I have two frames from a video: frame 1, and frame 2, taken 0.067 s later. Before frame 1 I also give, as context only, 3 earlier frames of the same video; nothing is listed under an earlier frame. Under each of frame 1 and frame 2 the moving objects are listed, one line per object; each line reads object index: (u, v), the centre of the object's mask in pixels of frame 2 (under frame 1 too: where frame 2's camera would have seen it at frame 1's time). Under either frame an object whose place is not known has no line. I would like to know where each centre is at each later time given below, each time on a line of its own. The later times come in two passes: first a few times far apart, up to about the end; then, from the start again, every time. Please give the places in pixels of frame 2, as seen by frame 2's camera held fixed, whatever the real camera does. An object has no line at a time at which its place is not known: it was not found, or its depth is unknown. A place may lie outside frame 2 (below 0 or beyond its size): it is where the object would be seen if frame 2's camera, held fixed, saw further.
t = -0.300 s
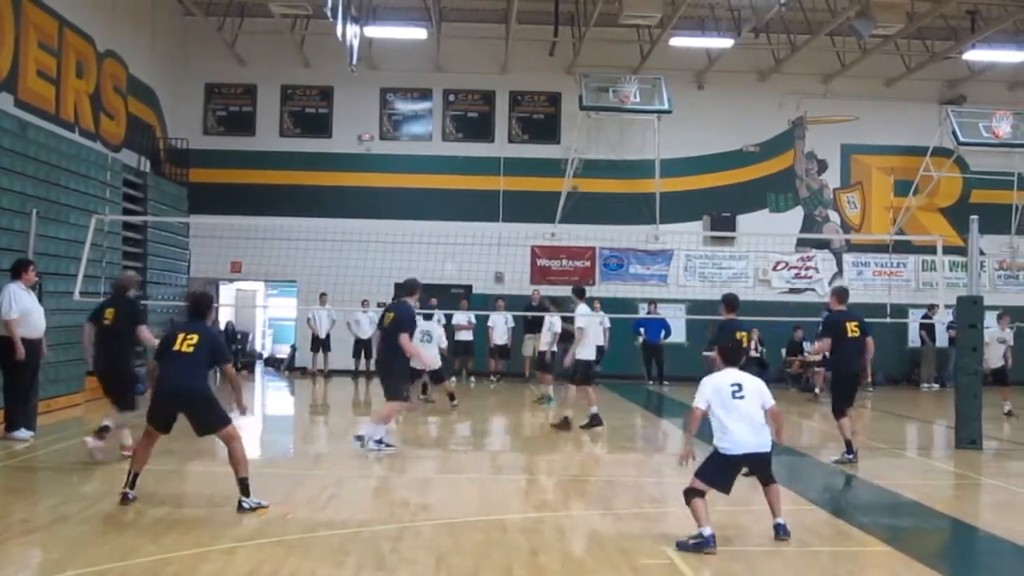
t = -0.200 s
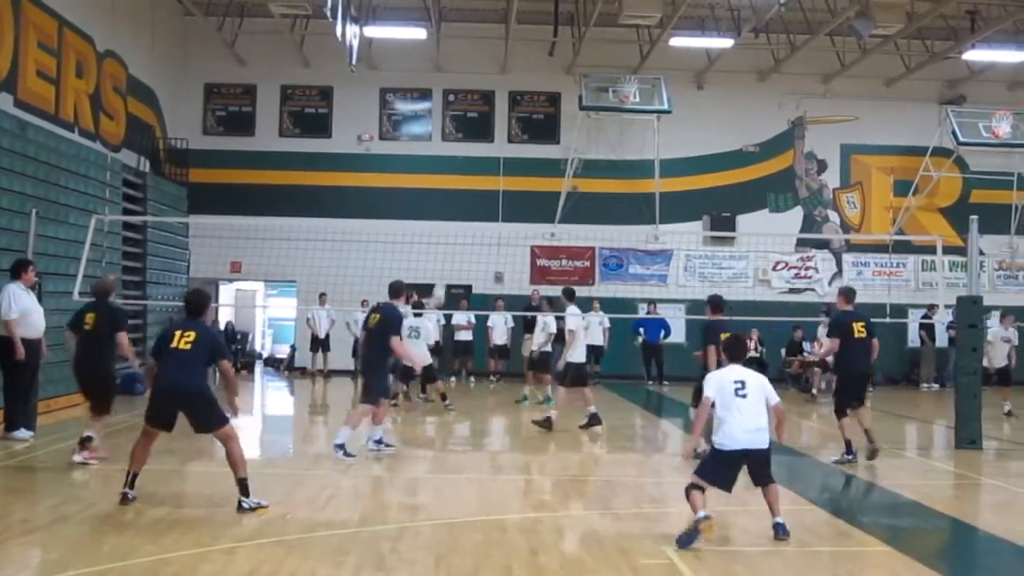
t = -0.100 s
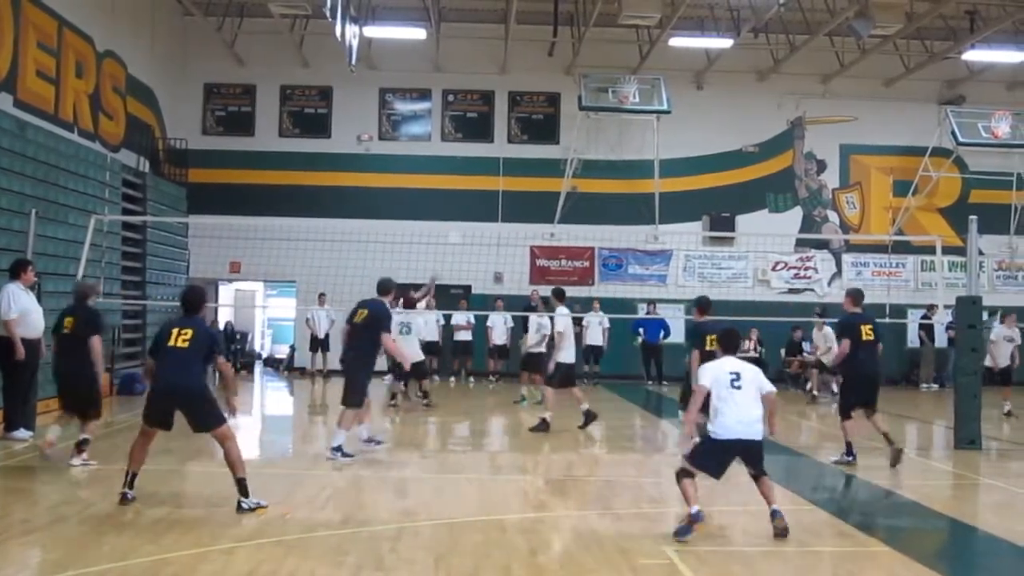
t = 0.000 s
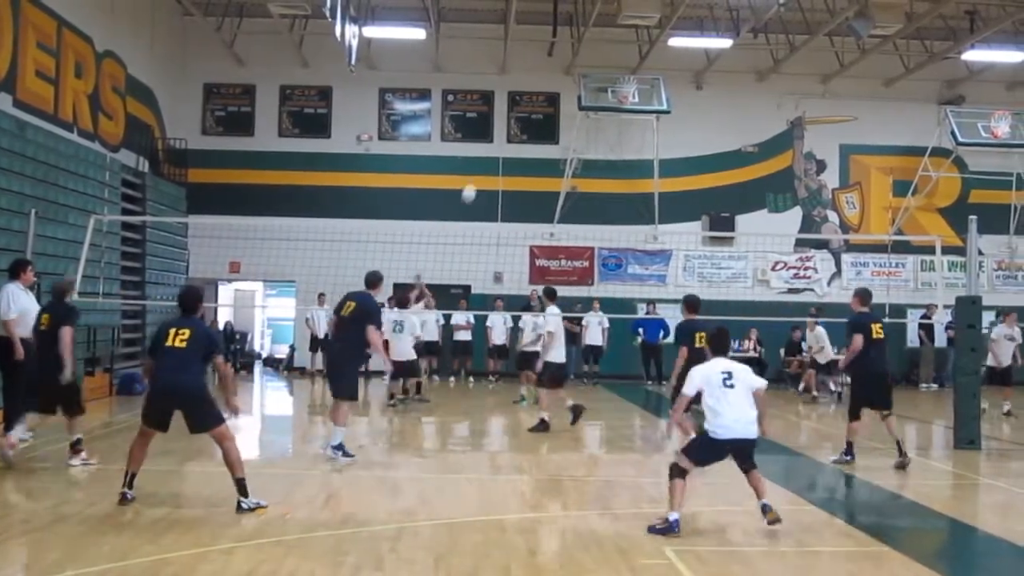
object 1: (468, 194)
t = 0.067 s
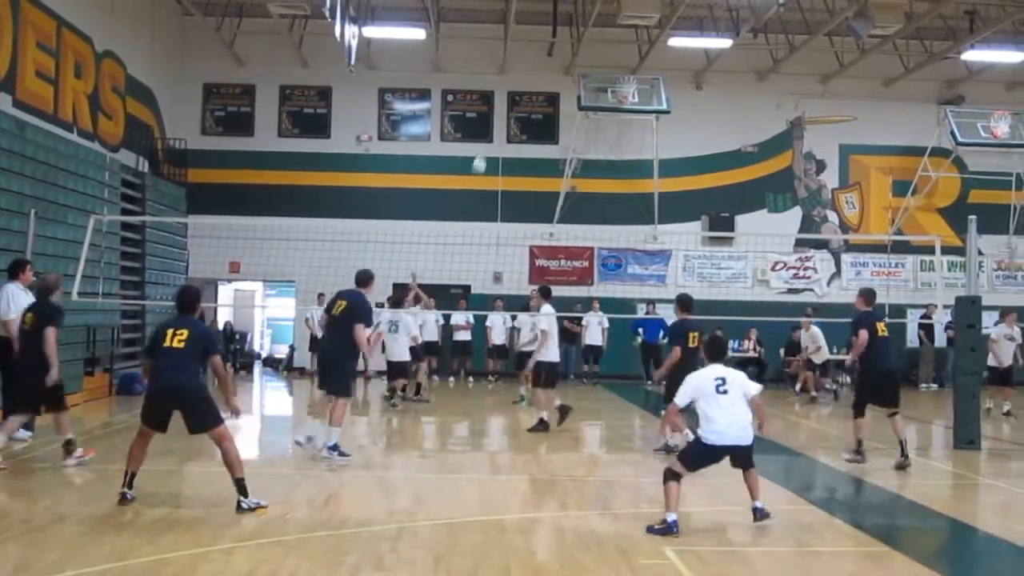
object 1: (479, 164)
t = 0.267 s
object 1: (510, 93)
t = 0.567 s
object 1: (562, 29)
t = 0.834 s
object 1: (612, 24)
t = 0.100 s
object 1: (485, 150)
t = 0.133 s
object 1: (487, 136)
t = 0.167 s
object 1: (493, 126)
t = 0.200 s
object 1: (501, 113)
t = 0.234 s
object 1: (506, 103)
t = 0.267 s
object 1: (510, 93)
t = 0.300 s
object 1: (517, 82)
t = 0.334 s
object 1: (522, 74)
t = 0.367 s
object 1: (528, 66)
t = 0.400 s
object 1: (533, 58)
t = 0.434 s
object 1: (539, 51)
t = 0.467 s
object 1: (544, 44)
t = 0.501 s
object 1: (550, 38)
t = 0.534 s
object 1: (556, 33)
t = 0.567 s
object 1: (562, 29)
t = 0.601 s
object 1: (568, 26)
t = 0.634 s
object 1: (575, 23)
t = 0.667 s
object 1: (580, 21)
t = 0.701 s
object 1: (587, 20)
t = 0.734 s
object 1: (593, 19)
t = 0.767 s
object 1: (599, 20)
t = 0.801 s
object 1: (606, 21)
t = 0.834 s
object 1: (612, 24)
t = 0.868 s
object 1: (619, 28)
